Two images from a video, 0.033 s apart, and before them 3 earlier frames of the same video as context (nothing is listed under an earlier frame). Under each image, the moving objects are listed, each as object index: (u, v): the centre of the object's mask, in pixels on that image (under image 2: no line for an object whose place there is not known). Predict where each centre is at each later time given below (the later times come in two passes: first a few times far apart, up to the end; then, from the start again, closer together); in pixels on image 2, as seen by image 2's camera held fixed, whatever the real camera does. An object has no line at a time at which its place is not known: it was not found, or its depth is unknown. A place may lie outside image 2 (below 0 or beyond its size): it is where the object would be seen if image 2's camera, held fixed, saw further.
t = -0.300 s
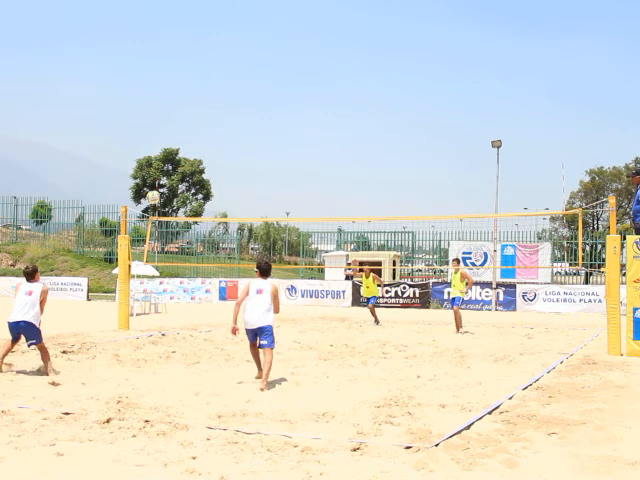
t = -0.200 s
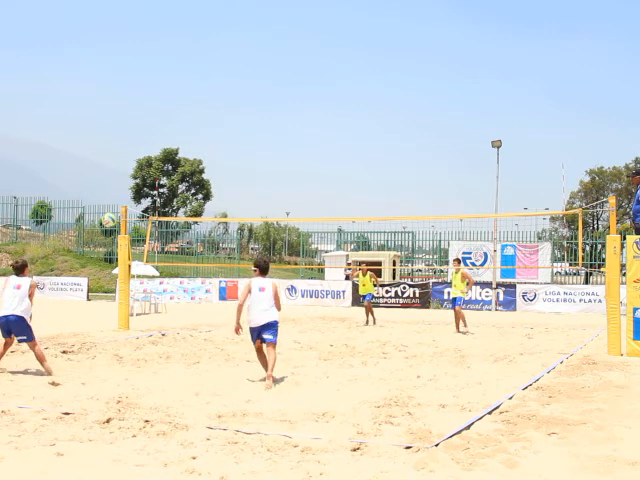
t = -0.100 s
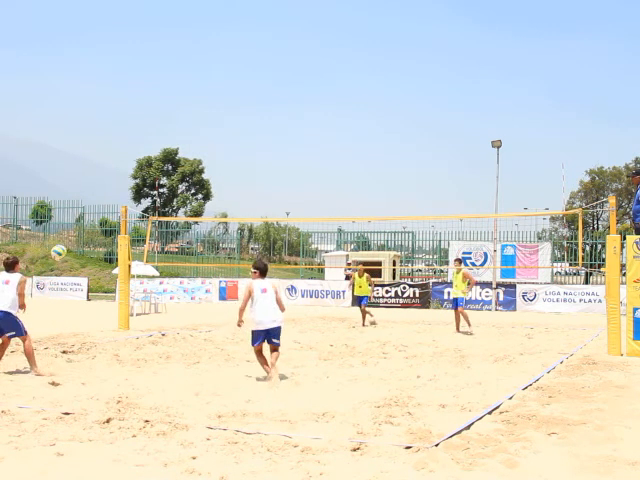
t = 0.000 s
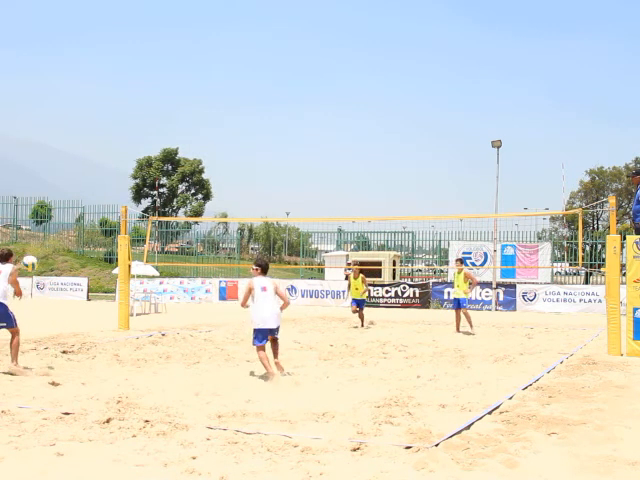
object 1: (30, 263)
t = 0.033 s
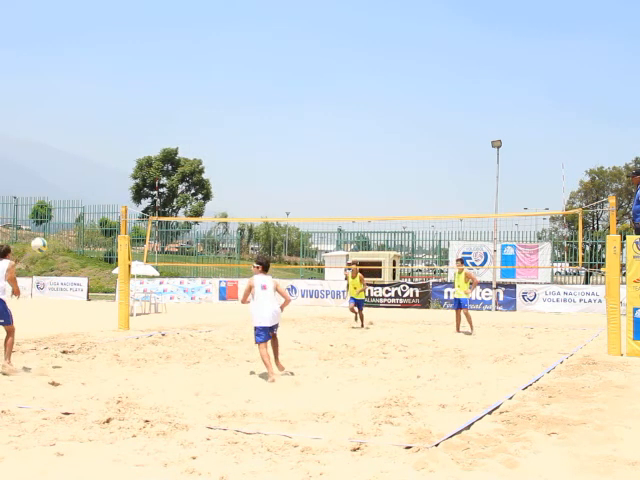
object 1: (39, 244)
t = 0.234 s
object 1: (92, 155)
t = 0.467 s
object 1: (145, 93)
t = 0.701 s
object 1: (192, 69)
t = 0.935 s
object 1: (234, 79)
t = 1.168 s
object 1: (271, 120)
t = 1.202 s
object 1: (276, 129)
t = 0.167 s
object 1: (74, 181)
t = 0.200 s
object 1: (83, 168)
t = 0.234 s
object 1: (92, 155)
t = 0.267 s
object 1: (99, 144)
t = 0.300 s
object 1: (108, 133)
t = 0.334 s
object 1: (116, 123)
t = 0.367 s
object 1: (123, 115)
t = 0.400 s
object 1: (130, 106)
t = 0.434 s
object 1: (138, 99)
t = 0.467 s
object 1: (145, 93)
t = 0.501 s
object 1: (152, 87)
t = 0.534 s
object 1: (159, 82)
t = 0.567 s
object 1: (167, 78)
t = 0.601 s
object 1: (173, 75)
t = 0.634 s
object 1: (180, 72)
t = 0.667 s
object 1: (186, 70)
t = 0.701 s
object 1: (192, 69)
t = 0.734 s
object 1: (199, 68)
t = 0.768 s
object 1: (205, 68)
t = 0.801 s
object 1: (211, 69)
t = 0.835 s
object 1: (217, 71)
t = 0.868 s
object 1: (223, 73)
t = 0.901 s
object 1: (229, 76)
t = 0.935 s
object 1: (234, 79)
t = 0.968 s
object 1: (240, 83)
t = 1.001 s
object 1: (246, 87)
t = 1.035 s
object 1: (251, 93)
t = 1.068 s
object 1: (256, 99)
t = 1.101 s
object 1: (261, 106)
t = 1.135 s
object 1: (266, 113)
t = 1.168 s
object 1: (271, 120)
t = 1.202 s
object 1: (276, 129)
